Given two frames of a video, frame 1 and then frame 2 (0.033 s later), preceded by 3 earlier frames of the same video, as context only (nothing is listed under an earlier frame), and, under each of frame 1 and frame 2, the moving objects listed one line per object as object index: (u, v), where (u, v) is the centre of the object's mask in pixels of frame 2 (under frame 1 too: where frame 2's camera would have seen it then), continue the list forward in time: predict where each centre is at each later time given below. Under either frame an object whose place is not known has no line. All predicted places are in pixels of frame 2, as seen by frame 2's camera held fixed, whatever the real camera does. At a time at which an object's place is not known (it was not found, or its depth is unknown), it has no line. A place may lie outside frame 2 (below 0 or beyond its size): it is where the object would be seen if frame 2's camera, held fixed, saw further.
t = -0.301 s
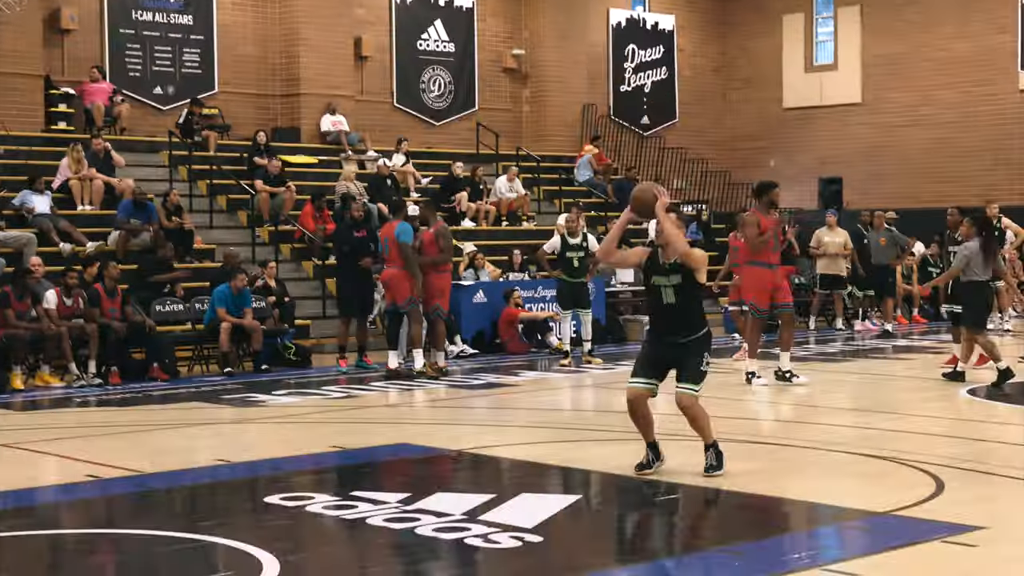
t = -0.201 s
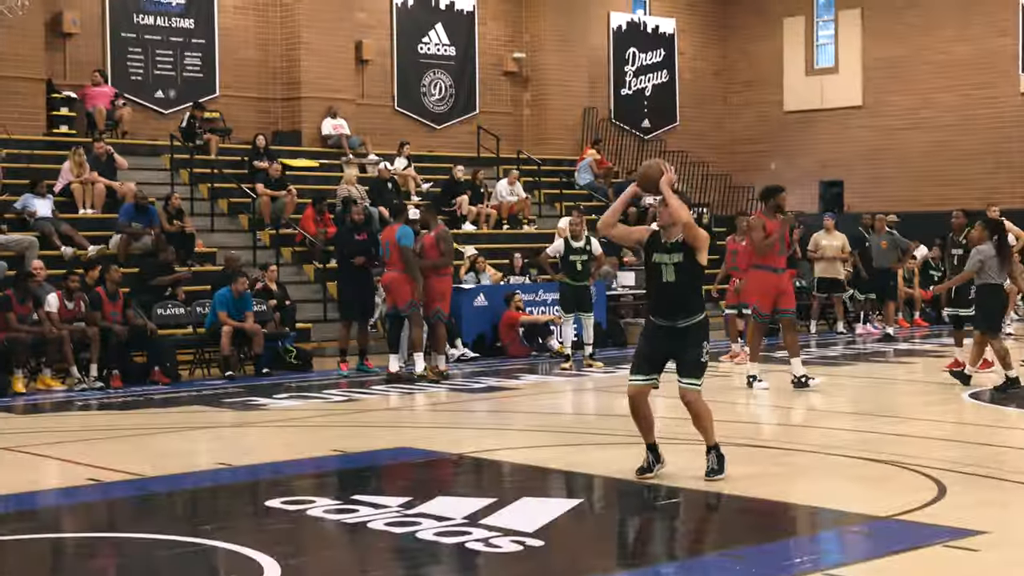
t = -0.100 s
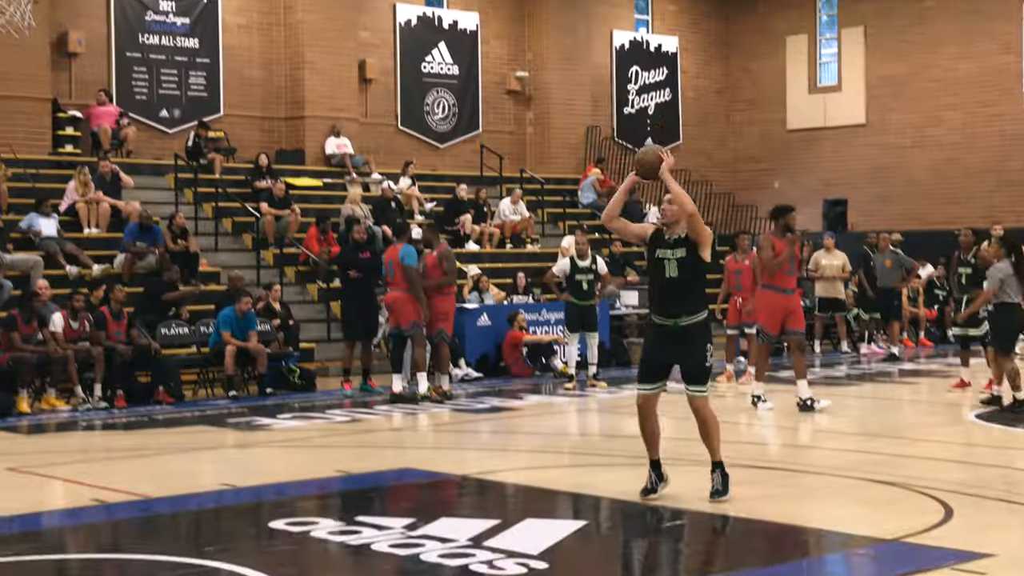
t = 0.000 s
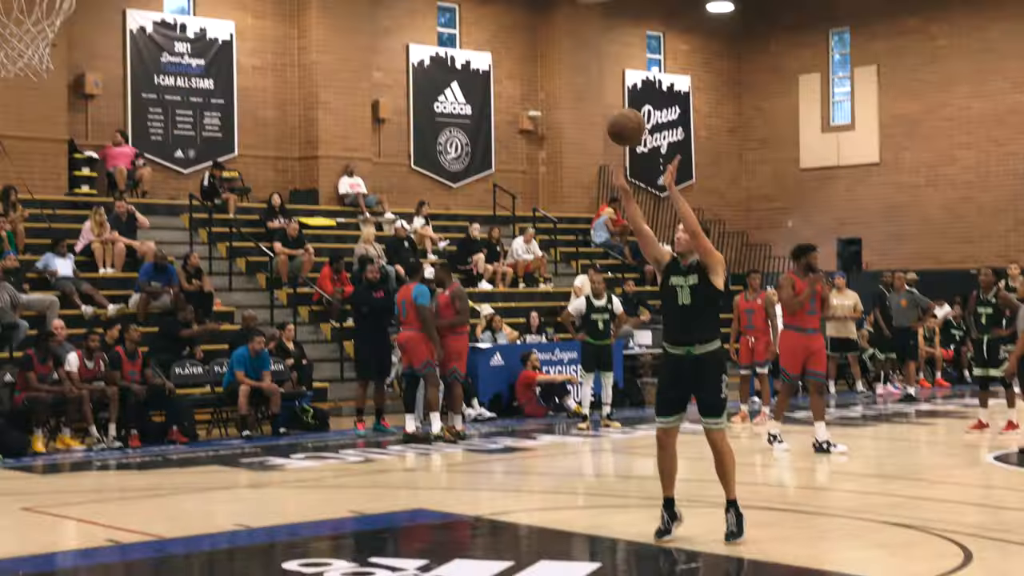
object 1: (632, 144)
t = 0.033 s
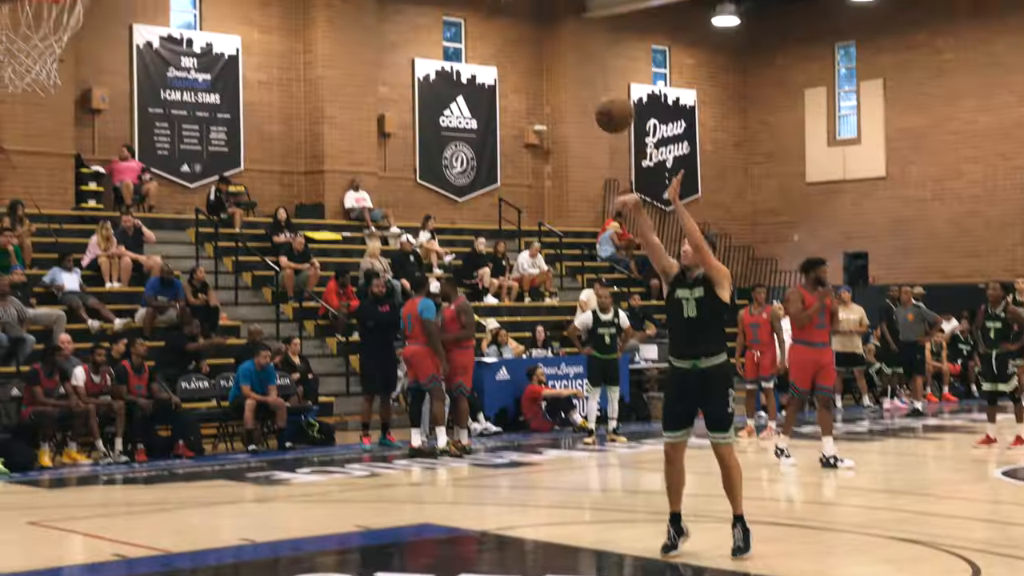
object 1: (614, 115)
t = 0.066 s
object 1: (595, 89)
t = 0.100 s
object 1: (576, 63)
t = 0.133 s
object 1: (557, 39)
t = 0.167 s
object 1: (539, 16)
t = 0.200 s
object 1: (521, -4)
